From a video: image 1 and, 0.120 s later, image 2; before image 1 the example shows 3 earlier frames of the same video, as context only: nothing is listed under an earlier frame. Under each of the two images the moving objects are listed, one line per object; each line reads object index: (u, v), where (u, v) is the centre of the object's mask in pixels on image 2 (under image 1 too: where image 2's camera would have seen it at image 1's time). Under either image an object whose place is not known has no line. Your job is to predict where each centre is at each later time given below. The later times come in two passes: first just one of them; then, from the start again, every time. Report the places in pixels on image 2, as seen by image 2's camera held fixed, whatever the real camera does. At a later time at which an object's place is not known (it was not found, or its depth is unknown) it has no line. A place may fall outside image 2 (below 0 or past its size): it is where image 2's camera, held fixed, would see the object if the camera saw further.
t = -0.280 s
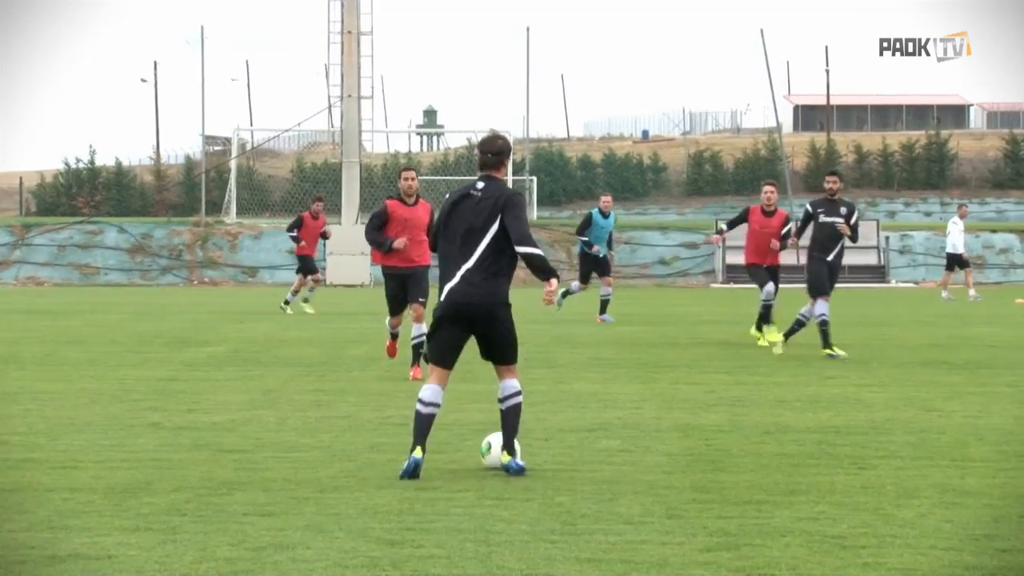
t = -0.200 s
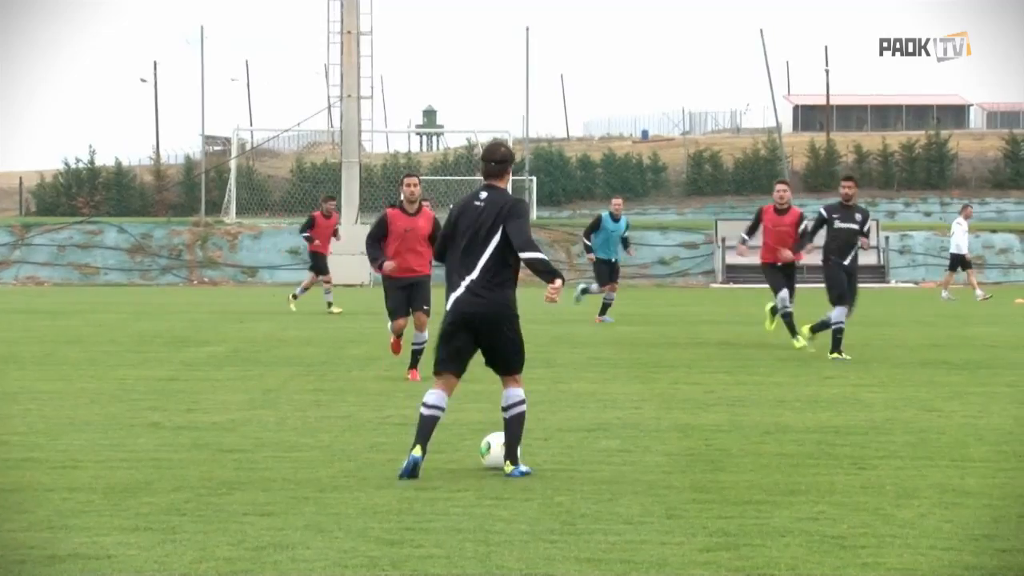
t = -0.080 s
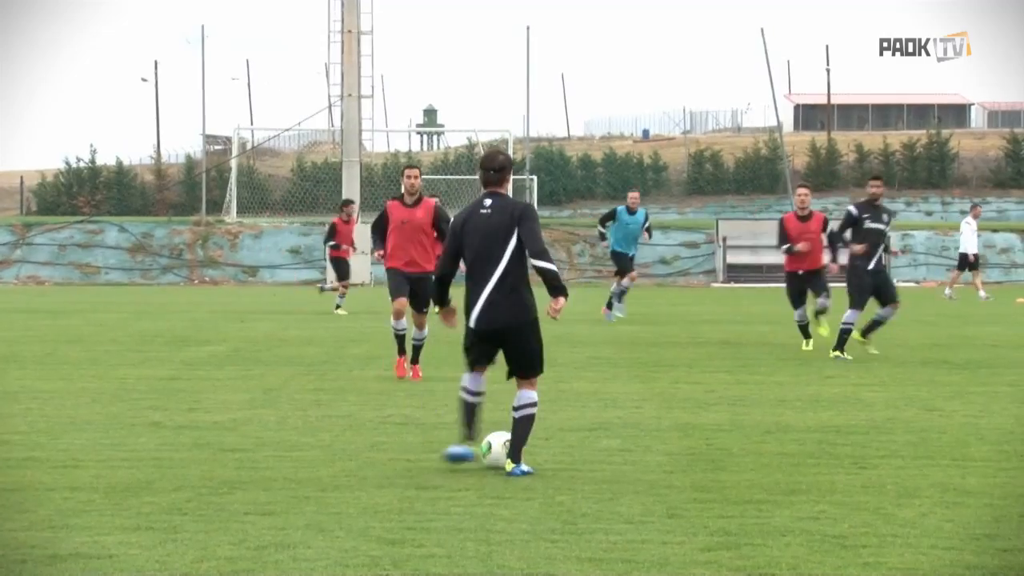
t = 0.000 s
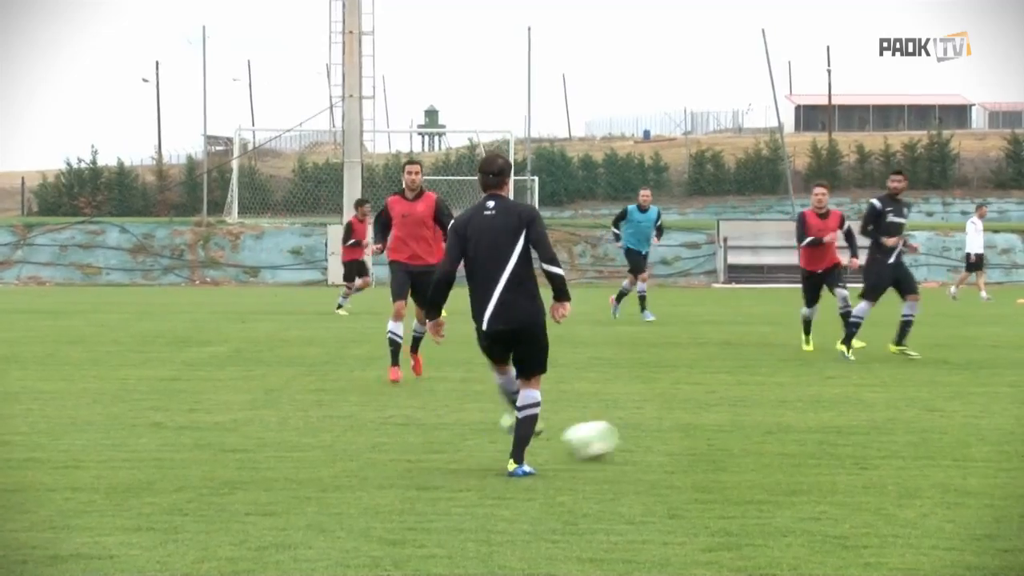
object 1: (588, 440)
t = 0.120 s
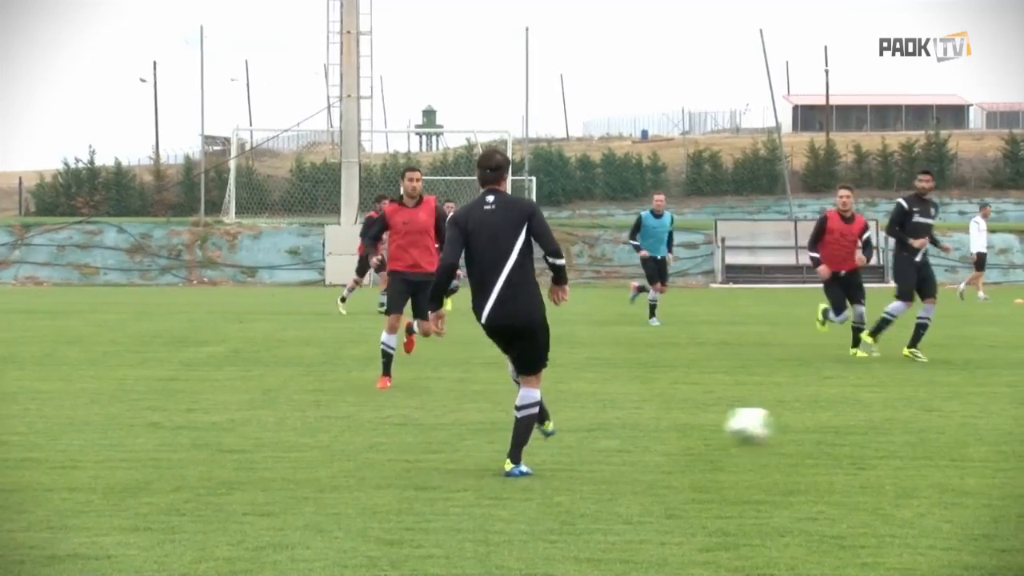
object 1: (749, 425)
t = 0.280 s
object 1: (926, 412)
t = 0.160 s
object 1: (797, 425)
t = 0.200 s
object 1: (844, 420)
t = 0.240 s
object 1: (886, 415)
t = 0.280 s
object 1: (926, 412)
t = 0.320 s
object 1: (966, 412)
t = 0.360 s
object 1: (1005, 410)
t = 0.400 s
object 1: (1042, 405)
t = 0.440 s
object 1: (1077, 402)
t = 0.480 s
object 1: (1114, 402)
